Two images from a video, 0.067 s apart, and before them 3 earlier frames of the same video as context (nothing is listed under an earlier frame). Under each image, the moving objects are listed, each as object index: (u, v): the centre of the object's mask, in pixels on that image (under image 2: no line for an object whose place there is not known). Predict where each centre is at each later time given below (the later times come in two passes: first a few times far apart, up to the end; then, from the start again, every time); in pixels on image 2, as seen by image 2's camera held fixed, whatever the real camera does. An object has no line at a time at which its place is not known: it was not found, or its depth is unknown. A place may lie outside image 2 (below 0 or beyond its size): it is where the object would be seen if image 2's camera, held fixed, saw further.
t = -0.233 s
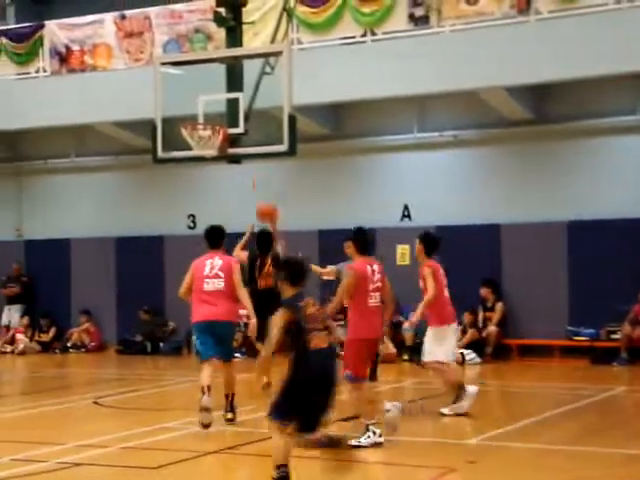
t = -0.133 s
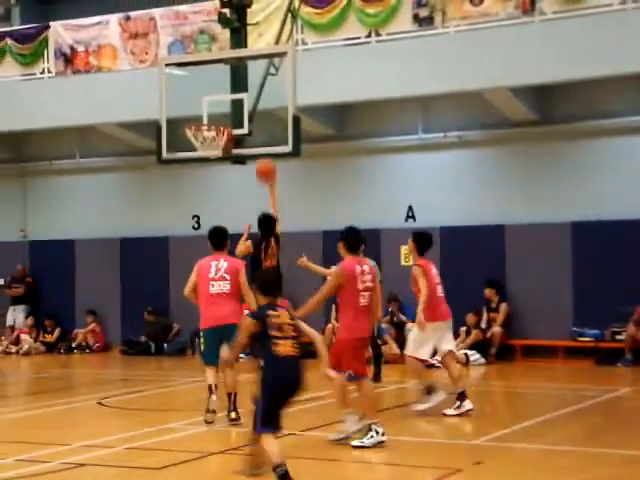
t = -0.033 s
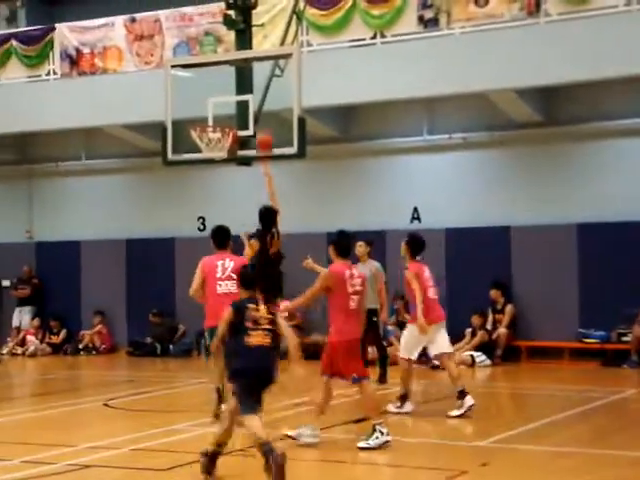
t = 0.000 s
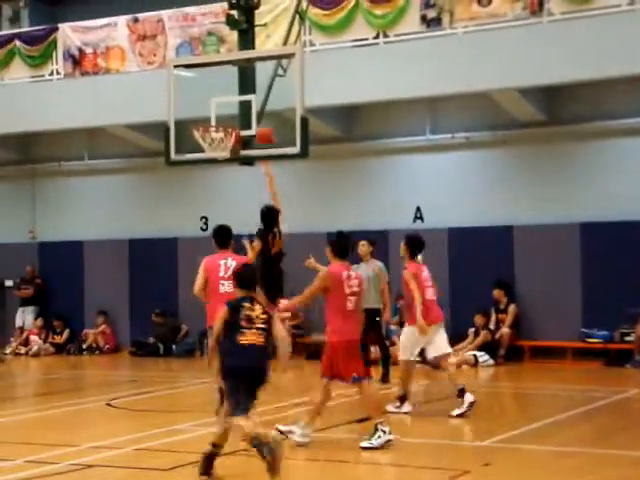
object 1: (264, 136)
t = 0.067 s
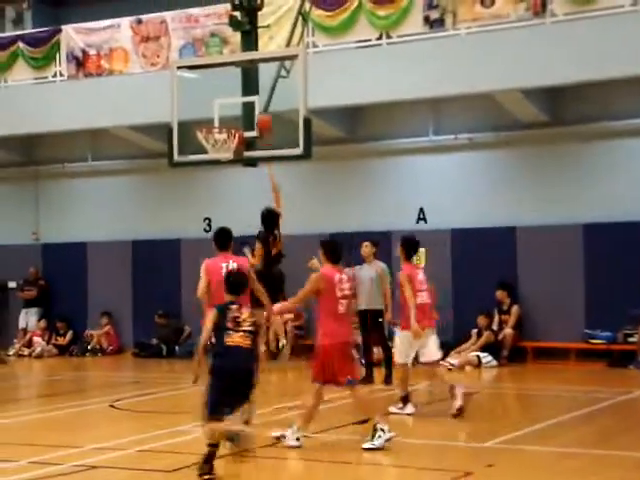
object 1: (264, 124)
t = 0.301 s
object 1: (235, 112)
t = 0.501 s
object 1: (215, 123)
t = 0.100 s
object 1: (260, 120)
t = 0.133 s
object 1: (259, 118)
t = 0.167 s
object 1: (256, 114)
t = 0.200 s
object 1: (248, 112)
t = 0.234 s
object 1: (245, 112)
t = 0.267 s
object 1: (242, 111)
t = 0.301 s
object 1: (235, 112)
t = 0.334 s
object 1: (229, 115)
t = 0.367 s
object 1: (226, 116)
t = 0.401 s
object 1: (219, 119)
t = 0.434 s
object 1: (216, 123)
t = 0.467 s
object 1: (215, 124)
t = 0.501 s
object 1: (215, 123)
